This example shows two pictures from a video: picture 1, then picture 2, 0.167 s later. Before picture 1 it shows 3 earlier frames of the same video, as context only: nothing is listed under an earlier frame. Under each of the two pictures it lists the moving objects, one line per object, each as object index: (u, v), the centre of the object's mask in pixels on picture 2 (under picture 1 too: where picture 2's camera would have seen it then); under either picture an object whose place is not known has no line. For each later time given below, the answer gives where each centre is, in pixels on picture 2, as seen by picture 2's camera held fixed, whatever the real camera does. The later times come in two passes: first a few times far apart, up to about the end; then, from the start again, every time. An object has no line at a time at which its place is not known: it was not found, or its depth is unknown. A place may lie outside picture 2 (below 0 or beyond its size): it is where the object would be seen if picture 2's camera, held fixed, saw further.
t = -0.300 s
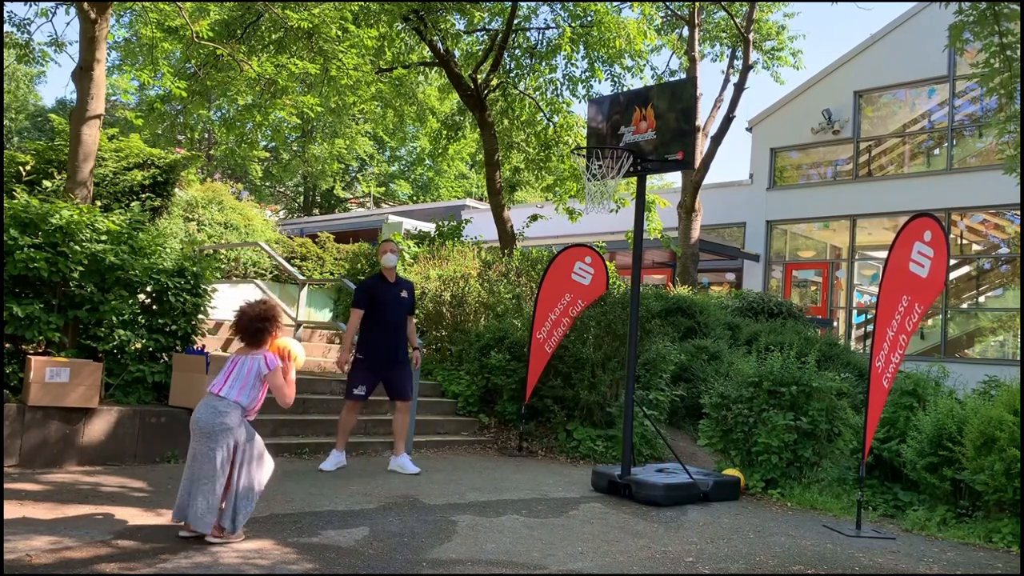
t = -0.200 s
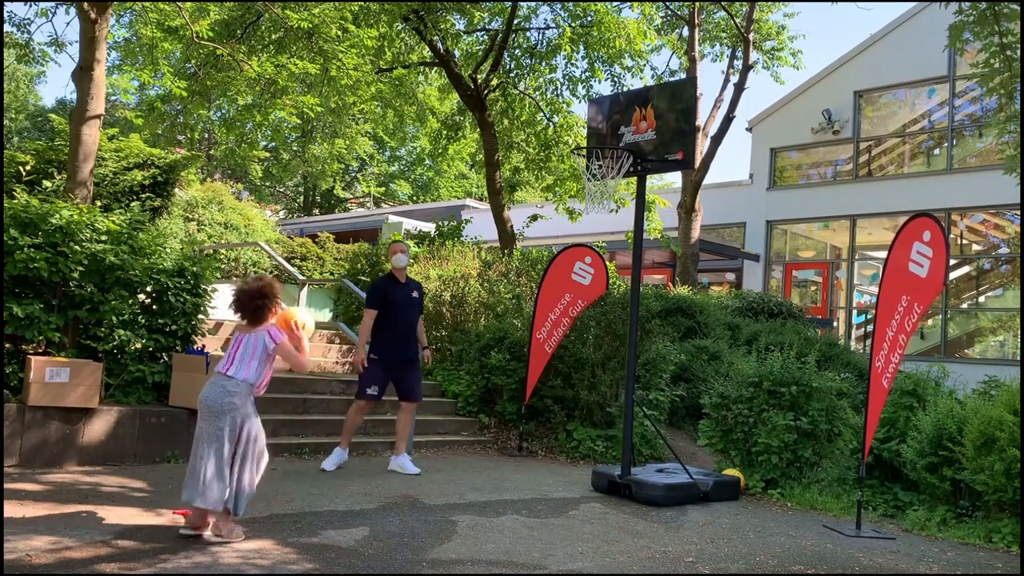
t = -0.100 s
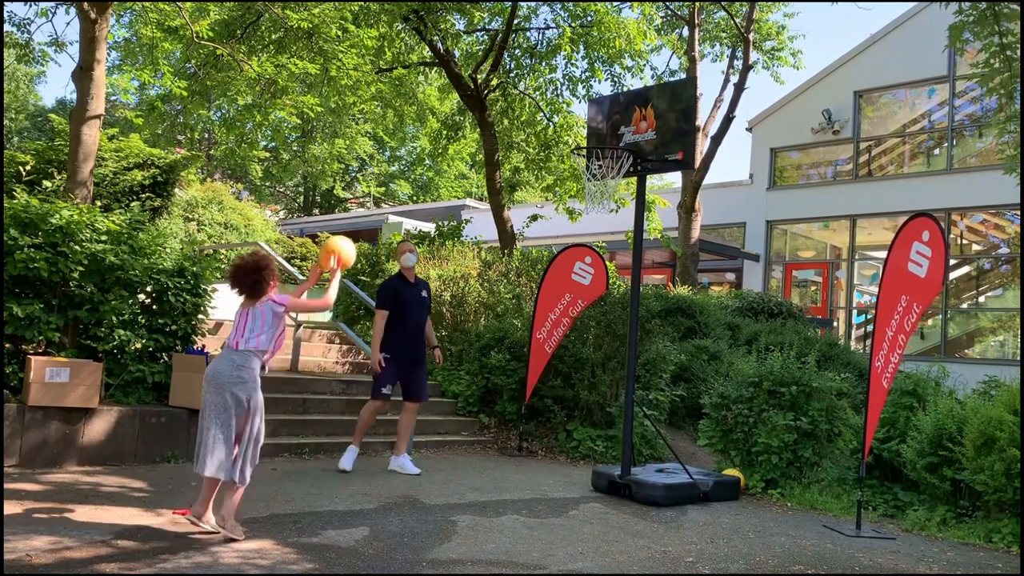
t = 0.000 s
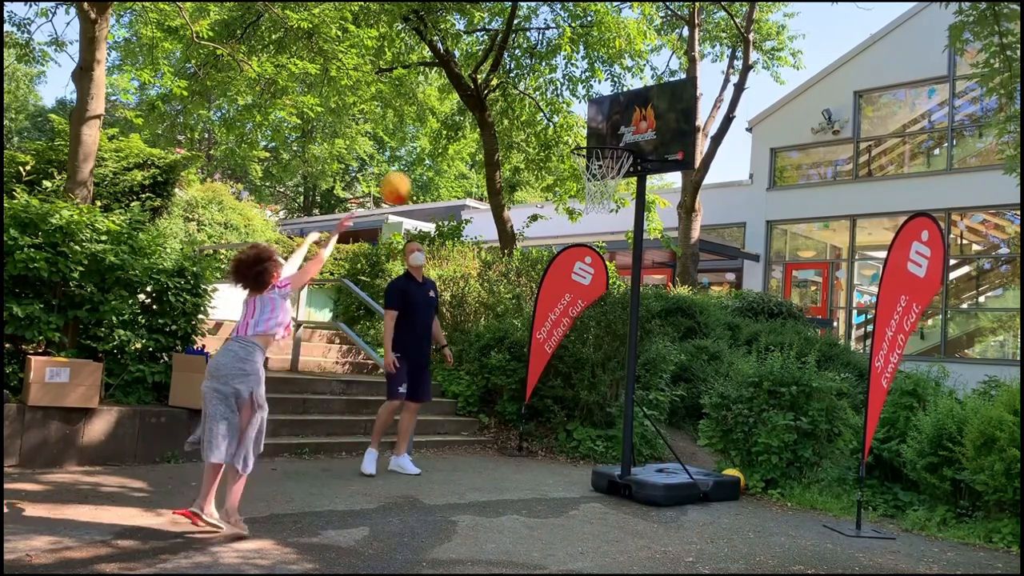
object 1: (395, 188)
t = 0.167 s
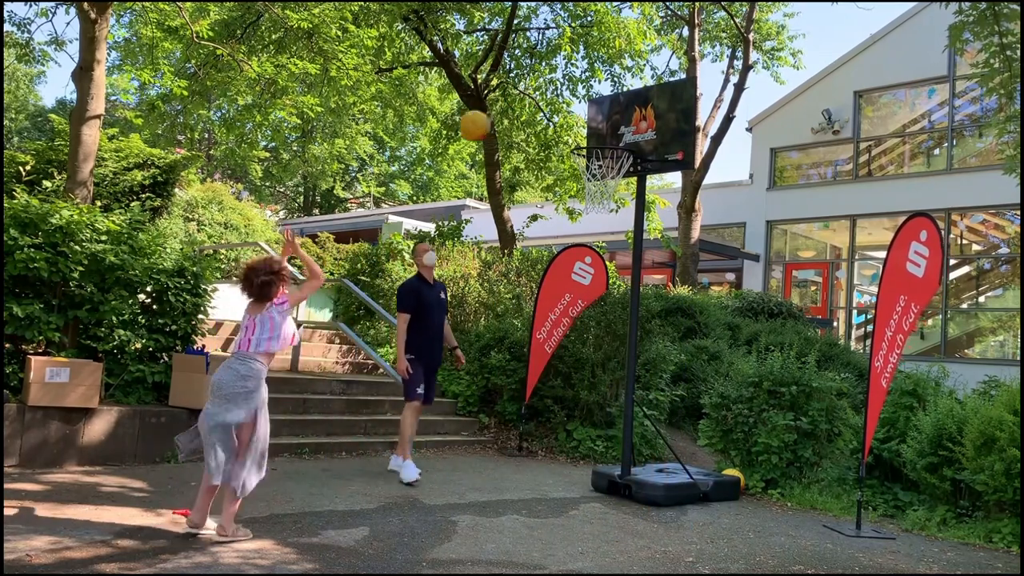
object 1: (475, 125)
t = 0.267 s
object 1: (514, 112)
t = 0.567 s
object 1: (599, 144)
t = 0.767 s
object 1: (551, 172)
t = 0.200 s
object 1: (488, 119)
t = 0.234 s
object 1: (500, 115)
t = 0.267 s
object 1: (514, 112)
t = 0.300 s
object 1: (526, 110)
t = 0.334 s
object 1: (537, 110)
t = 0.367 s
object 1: (548, 113)
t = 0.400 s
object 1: (558, 115)
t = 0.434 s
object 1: (568, 119)
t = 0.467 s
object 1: (577, 125)
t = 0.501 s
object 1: (588, 131)
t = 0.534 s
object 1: (596, 137)
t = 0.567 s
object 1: (599, 144)
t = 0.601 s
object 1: (593, 146)
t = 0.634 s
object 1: (585, 148)
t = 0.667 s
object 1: (569, 160)
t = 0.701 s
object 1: (565, 163)
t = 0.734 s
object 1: (559, 166)
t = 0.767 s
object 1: (551, 172)
